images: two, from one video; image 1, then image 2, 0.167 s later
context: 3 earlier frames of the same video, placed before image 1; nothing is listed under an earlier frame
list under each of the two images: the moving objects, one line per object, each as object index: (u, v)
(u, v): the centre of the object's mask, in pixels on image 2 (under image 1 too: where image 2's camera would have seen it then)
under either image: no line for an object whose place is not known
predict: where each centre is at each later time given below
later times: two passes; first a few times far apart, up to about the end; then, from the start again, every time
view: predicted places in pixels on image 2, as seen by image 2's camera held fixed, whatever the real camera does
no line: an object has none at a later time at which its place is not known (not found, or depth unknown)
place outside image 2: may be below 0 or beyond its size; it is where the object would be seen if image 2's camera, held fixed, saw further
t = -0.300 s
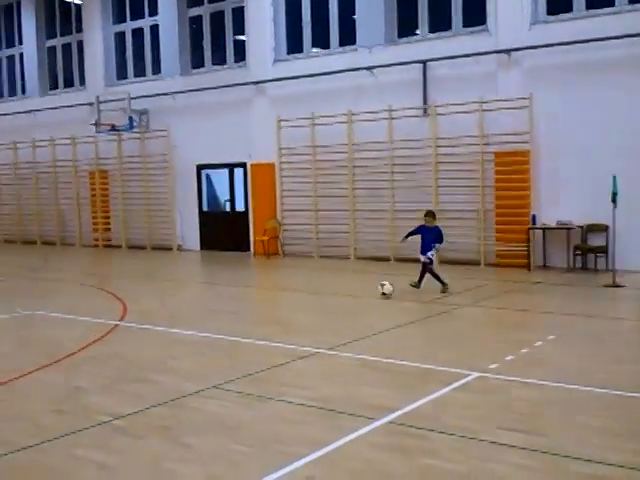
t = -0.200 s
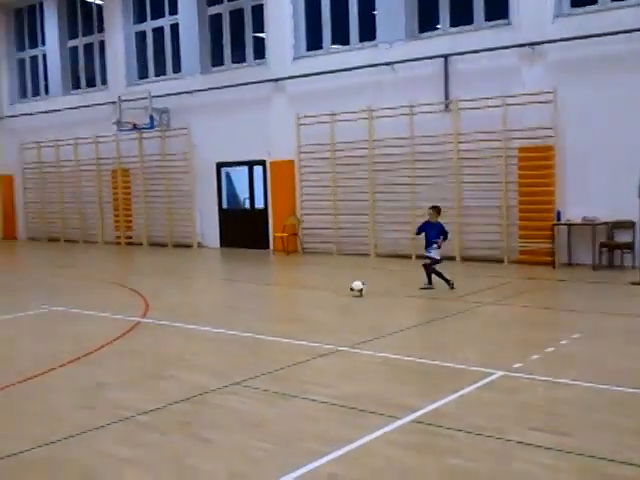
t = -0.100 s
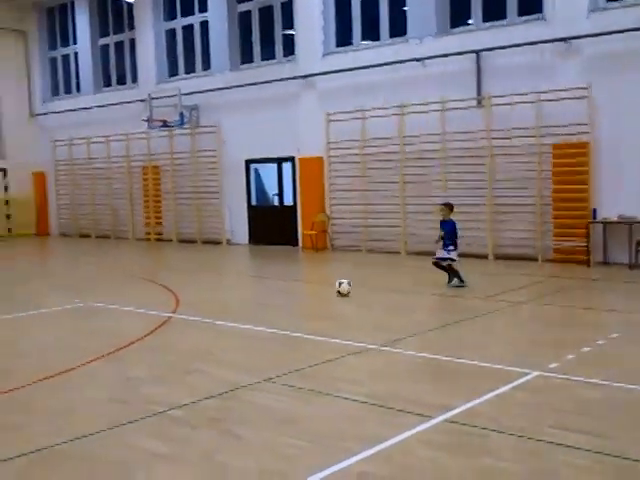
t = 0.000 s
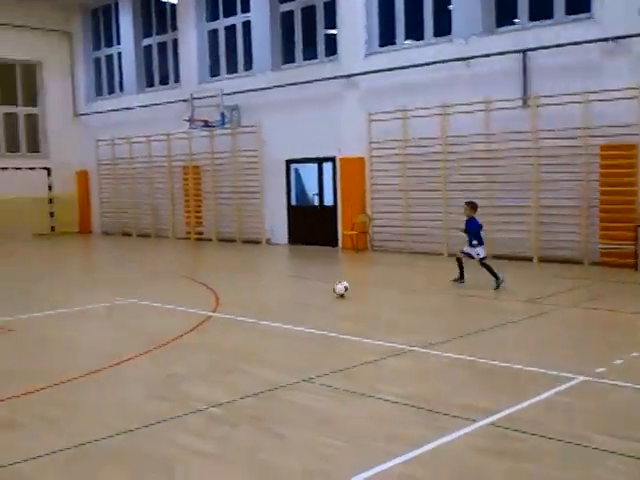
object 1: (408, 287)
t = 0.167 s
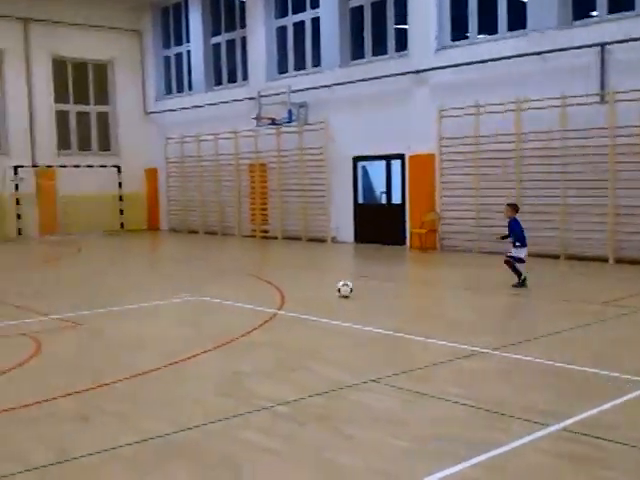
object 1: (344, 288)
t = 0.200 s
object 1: (331, 289)
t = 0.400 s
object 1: (258, 289)
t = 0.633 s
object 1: (176, 291)
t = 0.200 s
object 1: (331, 289)
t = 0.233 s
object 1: (318, 289)
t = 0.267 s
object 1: (307, 289)
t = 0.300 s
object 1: (295, 289)
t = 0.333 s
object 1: (283, 290)
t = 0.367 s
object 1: (270, 289)
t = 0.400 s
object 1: (258, 289)
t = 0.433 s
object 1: (246, 290)
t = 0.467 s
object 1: (235, 290)
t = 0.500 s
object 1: (222, 288)
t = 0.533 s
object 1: (210, 290)
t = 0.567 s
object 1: (199, 290)
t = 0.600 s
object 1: (188, 290)
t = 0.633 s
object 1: (176, 291)
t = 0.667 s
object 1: (164, 290)
